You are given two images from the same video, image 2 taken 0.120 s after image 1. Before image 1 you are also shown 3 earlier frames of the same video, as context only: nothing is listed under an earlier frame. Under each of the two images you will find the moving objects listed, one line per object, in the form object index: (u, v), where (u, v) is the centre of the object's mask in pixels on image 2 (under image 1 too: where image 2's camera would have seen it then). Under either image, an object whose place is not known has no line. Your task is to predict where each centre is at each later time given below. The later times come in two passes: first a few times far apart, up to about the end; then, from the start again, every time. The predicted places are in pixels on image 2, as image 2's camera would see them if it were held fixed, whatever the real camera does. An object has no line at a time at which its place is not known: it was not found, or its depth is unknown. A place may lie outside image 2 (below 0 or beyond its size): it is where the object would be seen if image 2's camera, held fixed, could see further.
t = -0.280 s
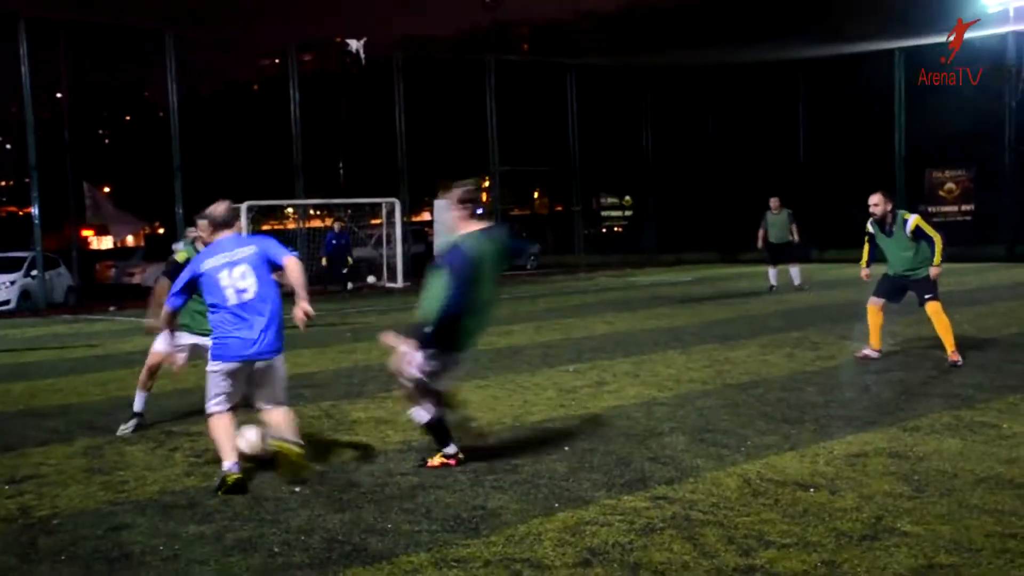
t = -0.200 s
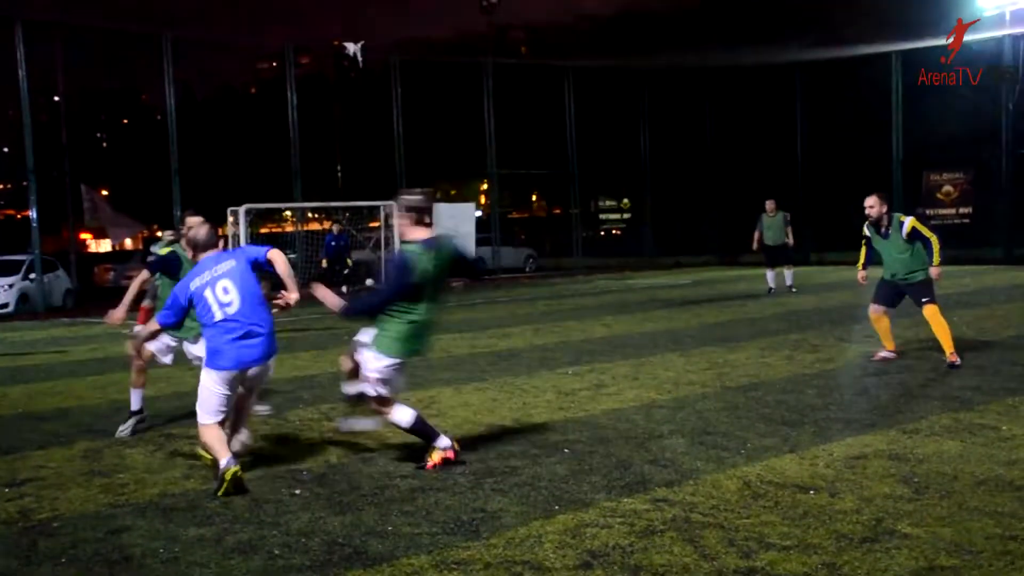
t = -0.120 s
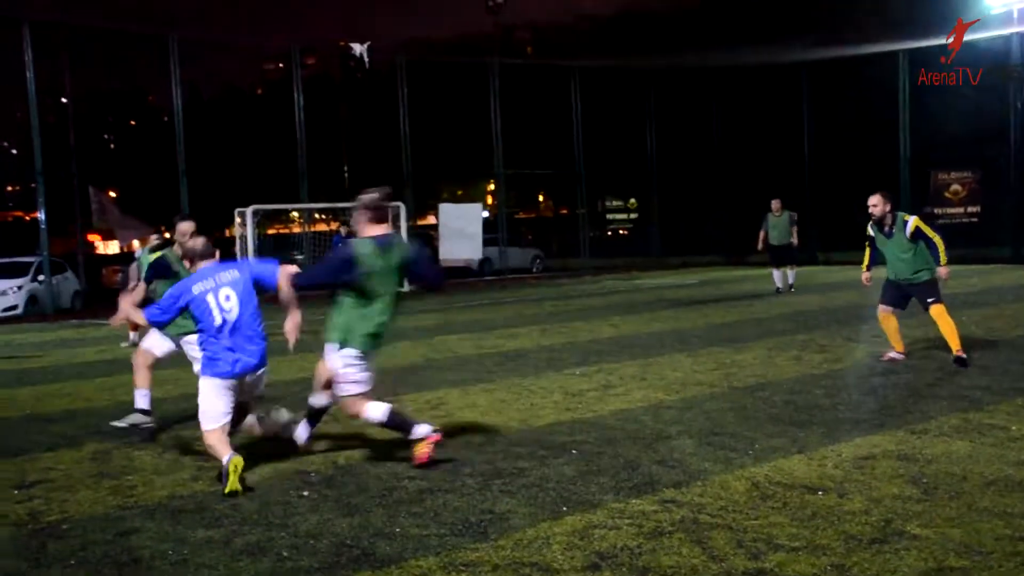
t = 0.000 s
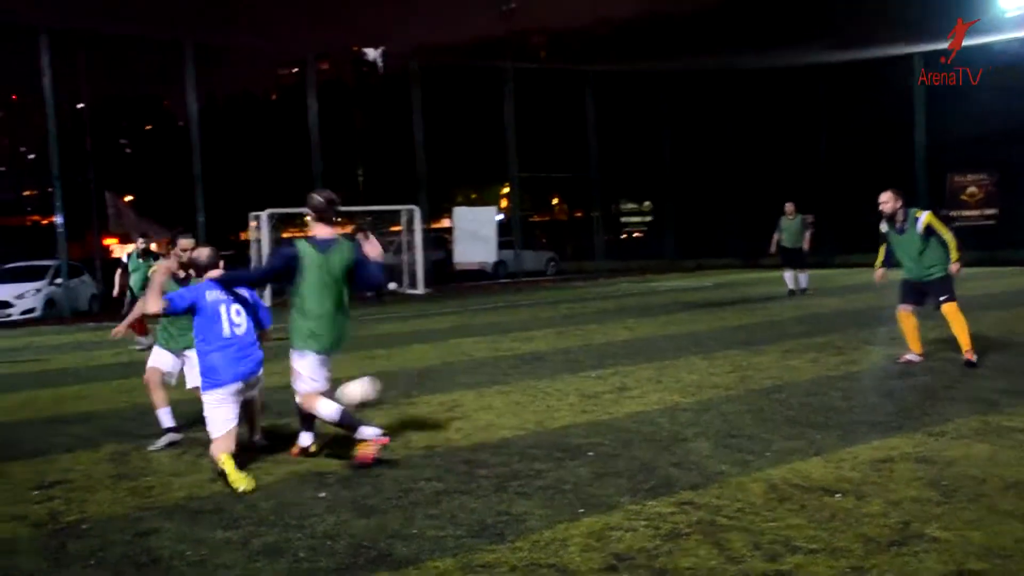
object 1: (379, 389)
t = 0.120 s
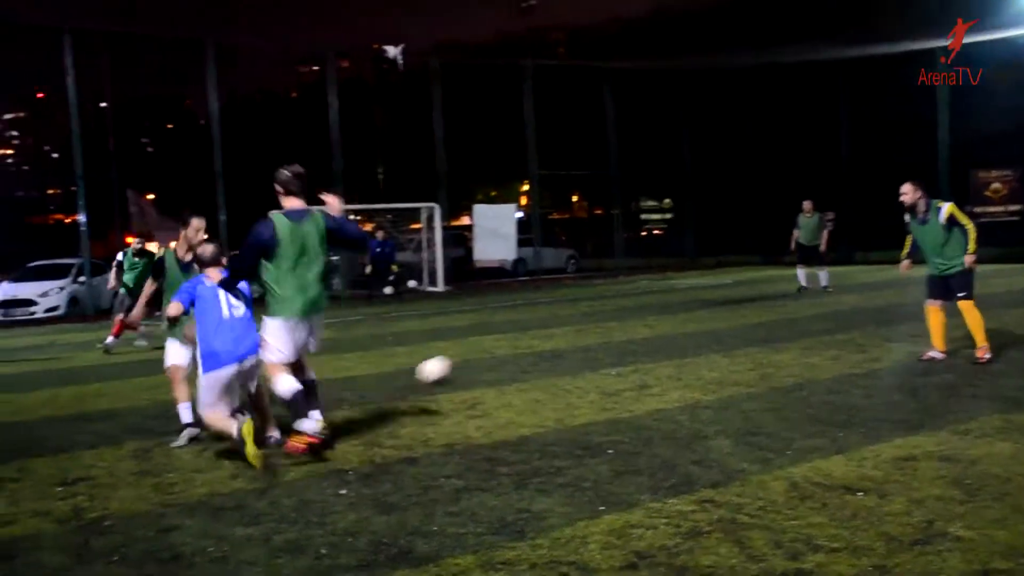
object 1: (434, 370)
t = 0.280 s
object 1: (488, 352)
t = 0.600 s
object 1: (550, 326)
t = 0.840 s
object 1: (583, 317)
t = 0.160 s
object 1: (449, 364)
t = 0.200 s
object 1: (463, 360)
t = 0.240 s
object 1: (476, 358)
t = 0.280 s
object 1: (488, 352)
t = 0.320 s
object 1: (498, 346)
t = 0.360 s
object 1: (507, 342)
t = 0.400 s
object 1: (516, 339)
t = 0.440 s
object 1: (524, 339)
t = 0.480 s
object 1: (532, 339)
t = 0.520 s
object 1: (538, 333)
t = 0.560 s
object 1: (544, 329)
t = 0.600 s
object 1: (550, 326)
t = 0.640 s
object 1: (556, 325)
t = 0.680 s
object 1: (561, 325)
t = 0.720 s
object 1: (567, 325)
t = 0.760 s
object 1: (573, 321)
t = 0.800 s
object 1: (577, 318)
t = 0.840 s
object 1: (583, 317)
